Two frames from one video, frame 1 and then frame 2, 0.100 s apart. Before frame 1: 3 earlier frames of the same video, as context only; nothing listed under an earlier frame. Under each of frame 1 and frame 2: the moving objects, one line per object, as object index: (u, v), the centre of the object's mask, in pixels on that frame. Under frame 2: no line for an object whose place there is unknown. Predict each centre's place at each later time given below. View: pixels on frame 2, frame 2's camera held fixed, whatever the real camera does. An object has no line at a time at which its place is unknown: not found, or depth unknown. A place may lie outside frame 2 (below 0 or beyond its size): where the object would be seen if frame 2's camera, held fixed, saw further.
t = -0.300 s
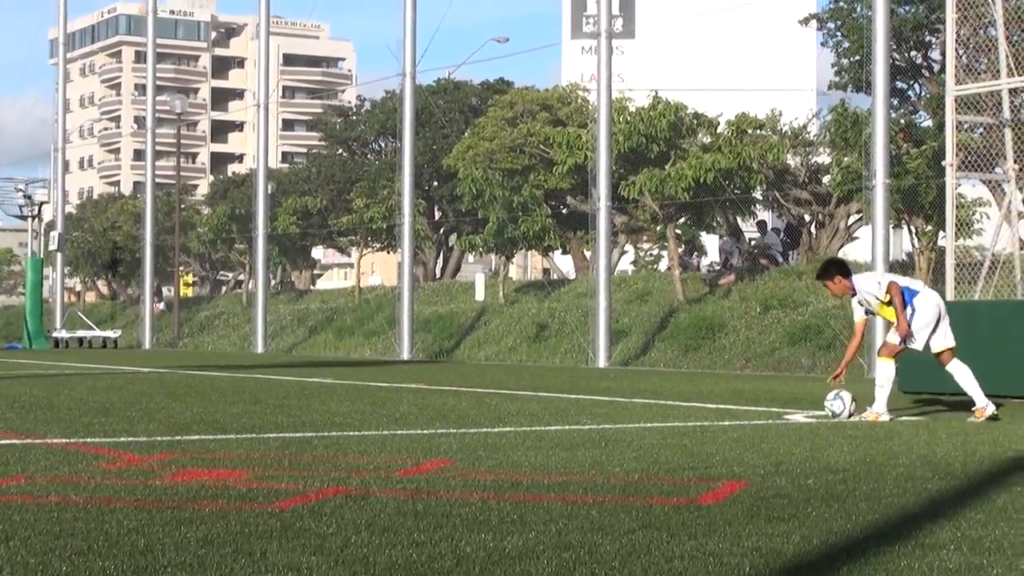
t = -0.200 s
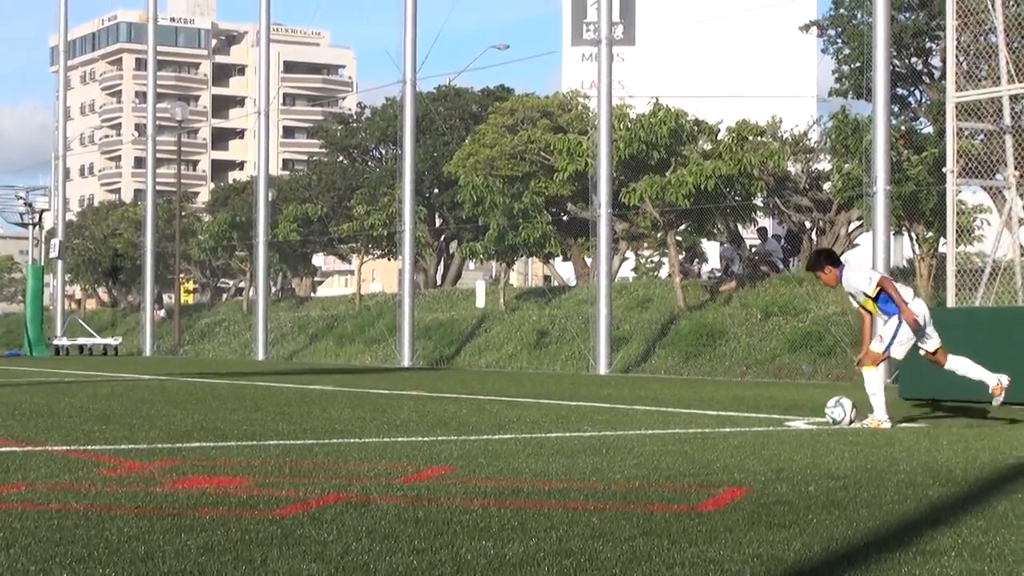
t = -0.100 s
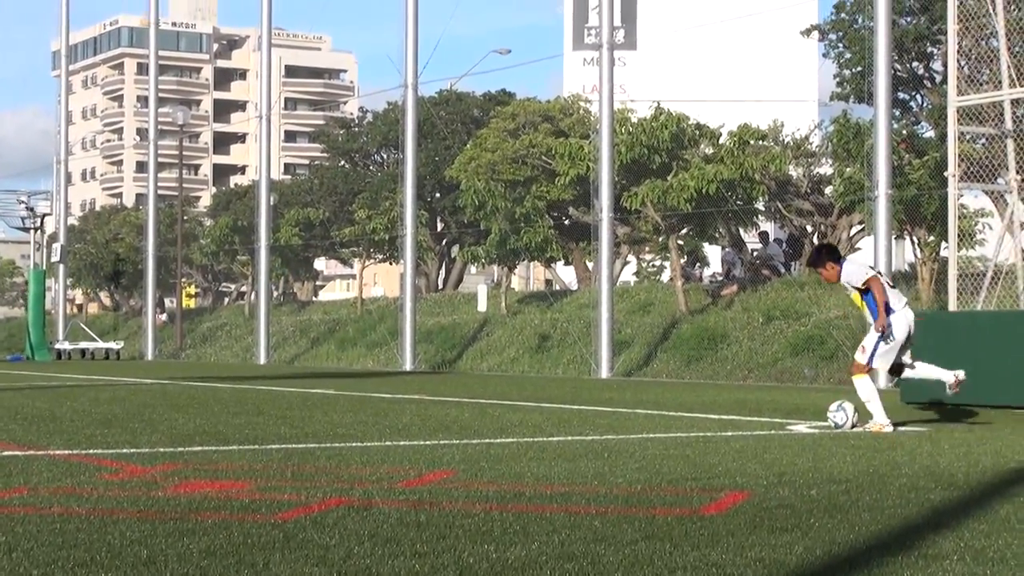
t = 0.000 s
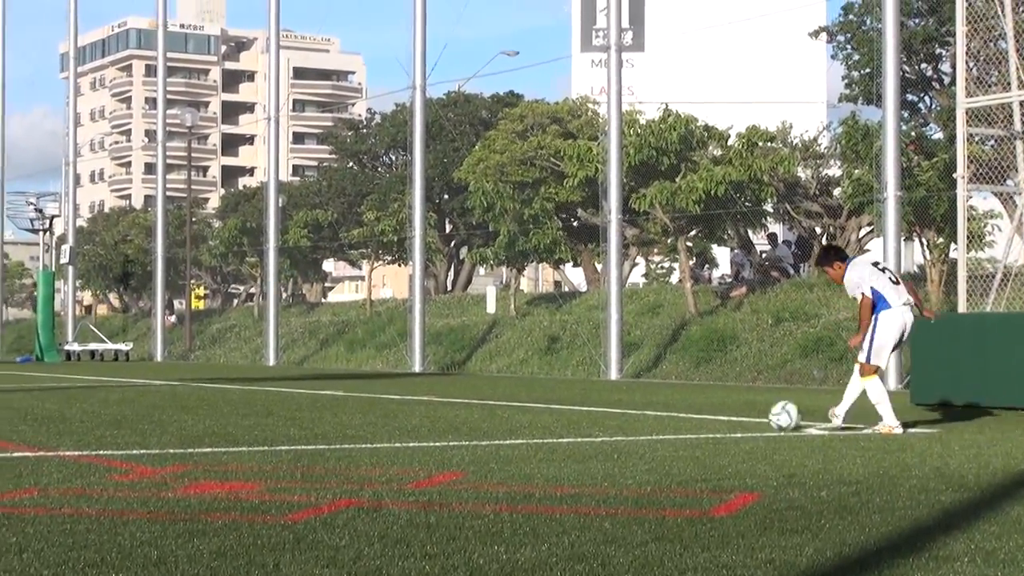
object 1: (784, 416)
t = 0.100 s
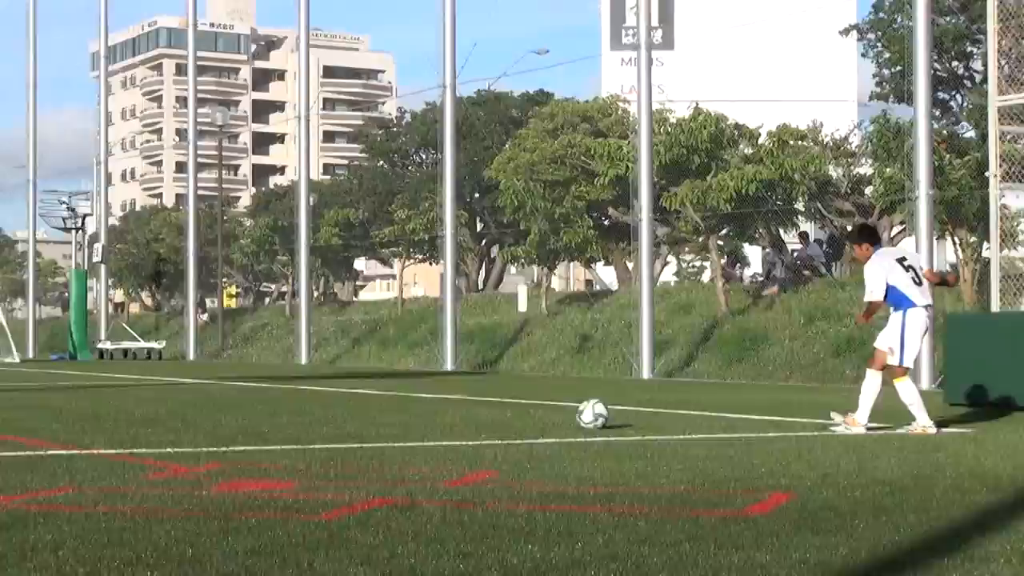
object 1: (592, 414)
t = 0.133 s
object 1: (519, 414)
